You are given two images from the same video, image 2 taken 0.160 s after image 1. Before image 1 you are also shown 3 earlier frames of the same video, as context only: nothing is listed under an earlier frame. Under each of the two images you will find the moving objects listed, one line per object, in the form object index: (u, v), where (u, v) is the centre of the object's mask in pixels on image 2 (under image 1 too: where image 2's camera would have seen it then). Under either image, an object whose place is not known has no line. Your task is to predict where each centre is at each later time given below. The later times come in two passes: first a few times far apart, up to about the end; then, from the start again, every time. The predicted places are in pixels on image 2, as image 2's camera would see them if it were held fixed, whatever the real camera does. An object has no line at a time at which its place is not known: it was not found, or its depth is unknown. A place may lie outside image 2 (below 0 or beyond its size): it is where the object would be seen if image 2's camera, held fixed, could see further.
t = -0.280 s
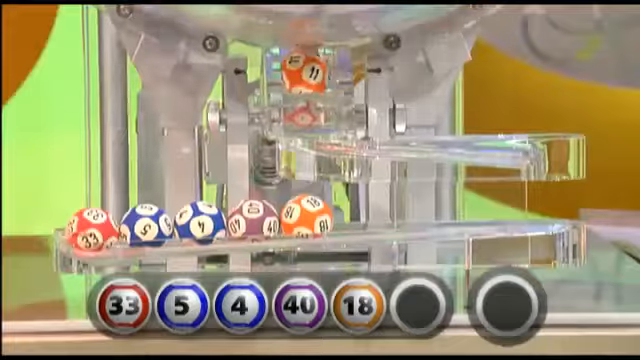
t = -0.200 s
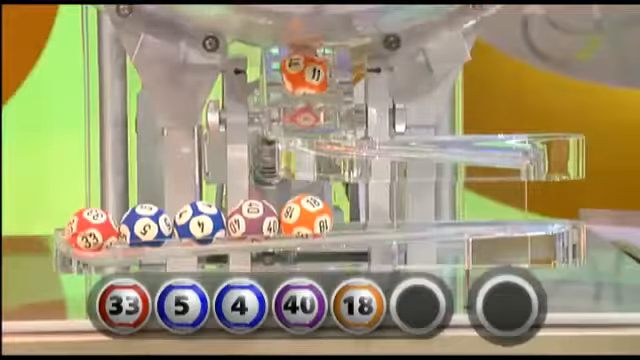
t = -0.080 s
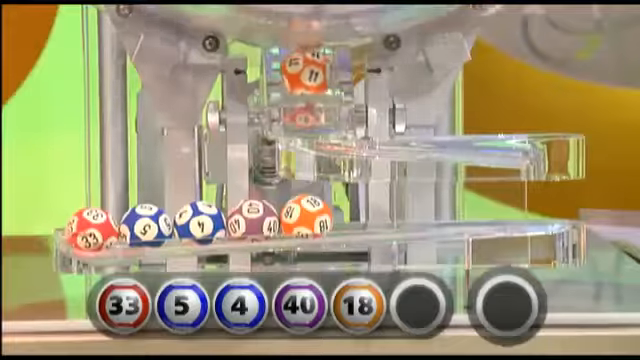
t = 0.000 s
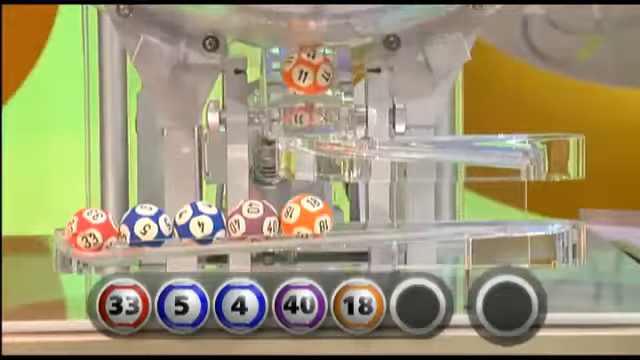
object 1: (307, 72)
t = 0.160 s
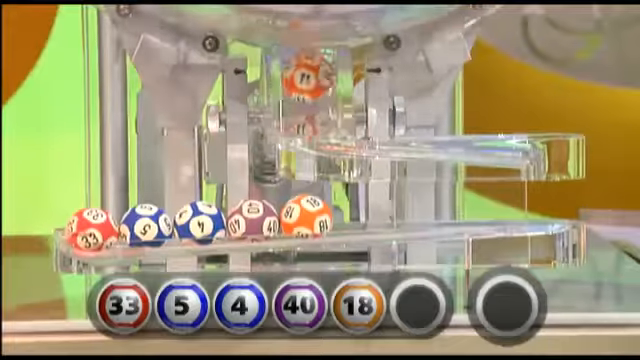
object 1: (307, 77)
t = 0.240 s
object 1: (308, 88)
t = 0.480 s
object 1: (316, 119)
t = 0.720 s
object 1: (392, 127)
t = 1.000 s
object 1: (539, 142)
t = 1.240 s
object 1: (534, 202)
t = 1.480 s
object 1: (538, 202)
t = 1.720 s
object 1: (527, 204)
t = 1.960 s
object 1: (503, 204)
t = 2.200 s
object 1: (466, 208)
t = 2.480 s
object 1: (405, 212)
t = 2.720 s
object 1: (360, 214)
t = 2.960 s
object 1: (359, 214)
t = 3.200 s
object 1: (359, 214)
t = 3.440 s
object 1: (359, 214)
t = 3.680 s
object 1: (359, 214)
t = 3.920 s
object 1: (359, 214)
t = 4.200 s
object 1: (359, 214)
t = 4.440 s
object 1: (359, 213)
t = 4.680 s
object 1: (359, 213)
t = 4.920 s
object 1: (359, 213)
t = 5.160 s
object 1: (359, 213)
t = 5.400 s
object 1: (359, 214)
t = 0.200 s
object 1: (309, 80)
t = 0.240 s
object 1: (308, 88)
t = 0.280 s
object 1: (308, 95)
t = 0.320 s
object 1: (308, 105)
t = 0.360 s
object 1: (309, 114)
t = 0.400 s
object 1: (312, 115)
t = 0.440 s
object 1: (311, 117)
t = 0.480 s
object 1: (316, 119)
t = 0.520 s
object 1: (316, 118)
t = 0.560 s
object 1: (325, 120)
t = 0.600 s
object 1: (340, 125)
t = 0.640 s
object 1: (356, 124)
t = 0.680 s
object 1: (374, 127)
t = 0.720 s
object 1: (392, 127)
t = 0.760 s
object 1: (414, 130)
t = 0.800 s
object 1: (433, 132)
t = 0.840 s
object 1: (454, 132)
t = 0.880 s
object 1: (475, 133)
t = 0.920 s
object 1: (496, 134)
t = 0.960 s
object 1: (519, 136)
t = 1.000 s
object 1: (539, 142)
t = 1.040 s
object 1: (546, 150)
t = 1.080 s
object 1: (547, 152)
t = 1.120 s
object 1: (548, 165)
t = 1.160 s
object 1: (550, 187)
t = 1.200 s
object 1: (544, 200)
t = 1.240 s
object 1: (534, 202)
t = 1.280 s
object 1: (536, 199)
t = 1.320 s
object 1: (539, 203)
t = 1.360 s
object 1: (539, 200)
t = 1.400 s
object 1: (539, 201)
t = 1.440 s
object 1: (539, 202)
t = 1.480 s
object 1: (538, 202)
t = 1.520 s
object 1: (538, 204)
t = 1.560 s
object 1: (536, 204)
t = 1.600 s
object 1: (535, 204)
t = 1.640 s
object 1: (532, 204)
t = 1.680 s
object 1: (530, 204)
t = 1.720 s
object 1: (527, 204)
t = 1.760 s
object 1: (524, 205)
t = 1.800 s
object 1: (521, 205)
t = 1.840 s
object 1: (517, 205)
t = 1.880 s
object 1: (512, 205)
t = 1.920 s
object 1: (508, 205)
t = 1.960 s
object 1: (503, 204)
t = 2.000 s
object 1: (497, 205)
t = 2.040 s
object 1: (492, 206)
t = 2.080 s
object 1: (486, 206)
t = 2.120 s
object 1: (479, 206)
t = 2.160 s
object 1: (472, 207)
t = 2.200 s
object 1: (466, 208)
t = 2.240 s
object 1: (457, 209)
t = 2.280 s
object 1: (450, 209)
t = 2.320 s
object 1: (441, 210)
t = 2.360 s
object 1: (433, 211)
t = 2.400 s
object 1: (424, 211)
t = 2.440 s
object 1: (416, 212)
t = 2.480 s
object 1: (405, 212)
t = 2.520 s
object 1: (393, 212)
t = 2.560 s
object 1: (383, 213)
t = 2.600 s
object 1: (372, 213)
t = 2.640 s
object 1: (360, 216)
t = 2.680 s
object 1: (359, 214)
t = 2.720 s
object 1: (360, 214)
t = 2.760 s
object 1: (360, 214)
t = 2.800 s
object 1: (360, 214)
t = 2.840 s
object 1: (359, 214)
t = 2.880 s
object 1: (359, 214)
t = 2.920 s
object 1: (359, 214)
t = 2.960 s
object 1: (359, 214)
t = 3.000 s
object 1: (359, 214)
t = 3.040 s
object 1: (359, 214)
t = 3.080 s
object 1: (359, 214)
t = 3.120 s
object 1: (359, 214)
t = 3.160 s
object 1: (359, 214)
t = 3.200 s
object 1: (359, 214)
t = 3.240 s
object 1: (359, 214)
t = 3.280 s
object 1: (359, 214)
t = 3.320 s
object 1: (359, 214)
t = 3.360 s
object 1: (359, 214)
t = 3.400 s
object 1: (359, 214)
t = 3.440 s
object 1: (359, 214)
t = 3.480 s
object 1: (359, 214)
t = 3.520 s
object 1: (359, 214)
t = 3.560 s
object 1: (359, 214)
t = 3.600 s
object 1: (359, 214)
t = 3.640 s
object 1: (359, 214)
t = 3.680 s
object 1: (359, 214)
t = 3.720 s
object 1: (359, 214)
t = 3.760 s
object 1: (359, 214)
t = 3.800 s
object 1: (359, 214)
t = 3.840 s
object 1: (359, 214)
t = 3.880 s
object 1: (359, 214)
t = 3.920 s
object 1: (359, 214)
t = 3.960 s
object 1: (359, 214)
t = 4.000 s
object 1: (359, 214)
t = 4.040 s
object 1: (359, 214)
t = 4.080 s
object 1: (359, 214)
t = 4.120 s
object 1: (359, 214)
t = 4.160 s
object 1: (359, 214)
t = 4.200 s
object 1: (359, 214)
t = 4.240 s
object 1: (359, 214)
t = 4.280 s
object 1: (359, 214)
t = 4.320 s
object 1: (359, 213)
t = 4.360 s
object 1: (359, 213)
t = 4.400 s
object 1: (359, 213)
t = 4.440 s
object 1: (359, 213)
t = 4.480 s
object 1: (359, 213)
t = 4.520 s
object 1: (359, 213)
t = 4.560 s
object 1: (359, 213)
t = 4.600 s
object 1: (359, 213)
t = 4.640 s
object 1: (359, 213)
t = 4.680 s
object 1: (359, 213)
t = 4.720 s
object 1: (359, 213)
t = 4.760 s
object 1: (359, 214)
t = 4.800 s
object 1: (359, 213)
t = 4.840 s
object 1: (359, 213)
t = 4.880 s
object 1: (359, 213)
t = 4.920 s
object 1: (359, 213)
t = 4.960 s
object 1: (359, 214)
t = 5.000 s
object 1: (359, 213)
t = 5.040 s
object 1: (359, 214)
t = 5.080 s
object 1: (359, 213)
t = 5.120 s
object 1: (359, 213)
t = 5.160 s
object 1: (359, 213)
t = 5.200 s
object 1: (359, 213)
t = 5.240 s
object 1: (359, 213)
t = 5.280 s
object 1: (359, 213)
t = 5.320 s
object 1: (359, 214)
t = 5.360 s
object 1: (359, 213)
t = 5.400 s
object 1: (359, 214)
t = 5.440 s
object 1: (359, 213)
